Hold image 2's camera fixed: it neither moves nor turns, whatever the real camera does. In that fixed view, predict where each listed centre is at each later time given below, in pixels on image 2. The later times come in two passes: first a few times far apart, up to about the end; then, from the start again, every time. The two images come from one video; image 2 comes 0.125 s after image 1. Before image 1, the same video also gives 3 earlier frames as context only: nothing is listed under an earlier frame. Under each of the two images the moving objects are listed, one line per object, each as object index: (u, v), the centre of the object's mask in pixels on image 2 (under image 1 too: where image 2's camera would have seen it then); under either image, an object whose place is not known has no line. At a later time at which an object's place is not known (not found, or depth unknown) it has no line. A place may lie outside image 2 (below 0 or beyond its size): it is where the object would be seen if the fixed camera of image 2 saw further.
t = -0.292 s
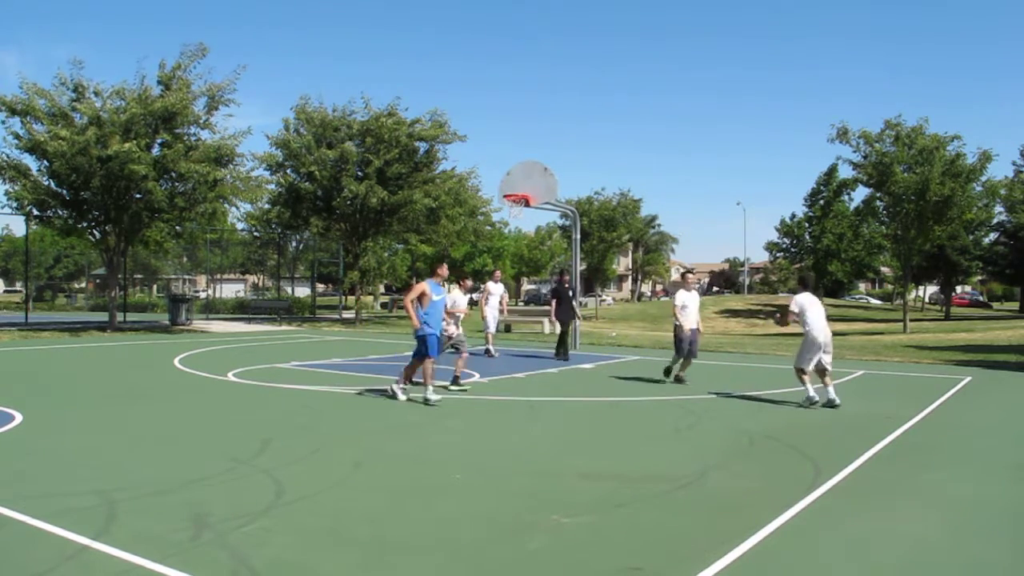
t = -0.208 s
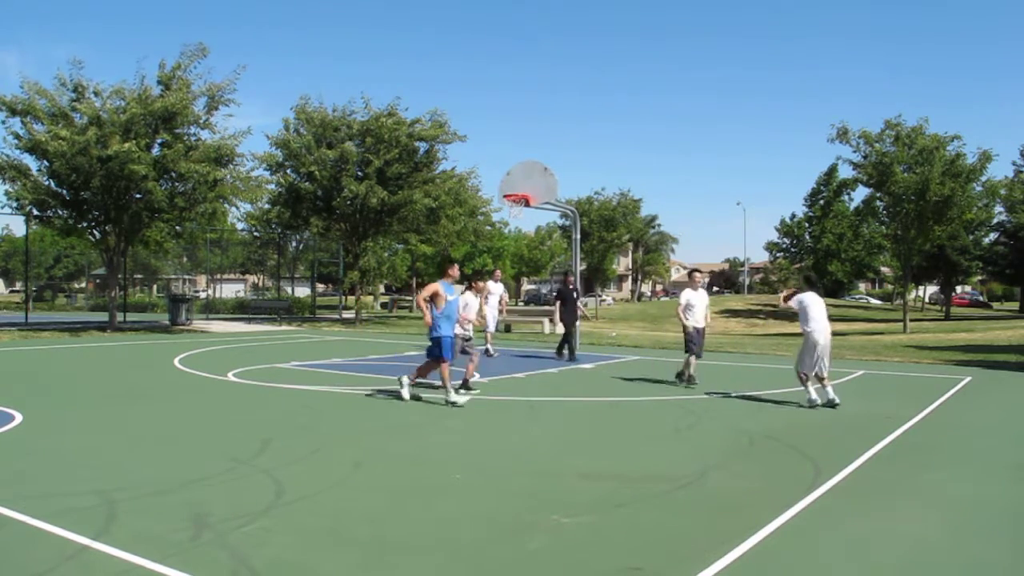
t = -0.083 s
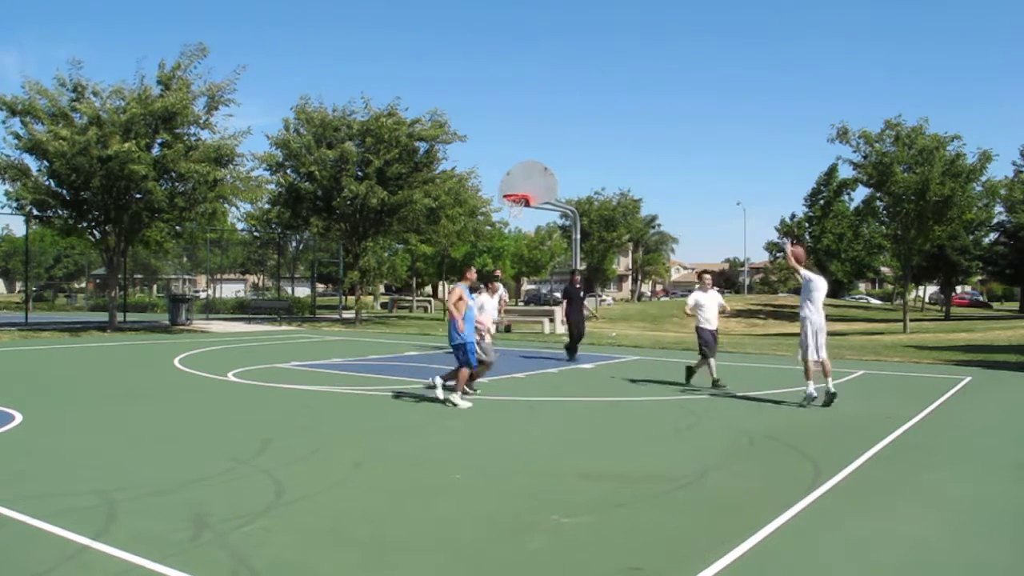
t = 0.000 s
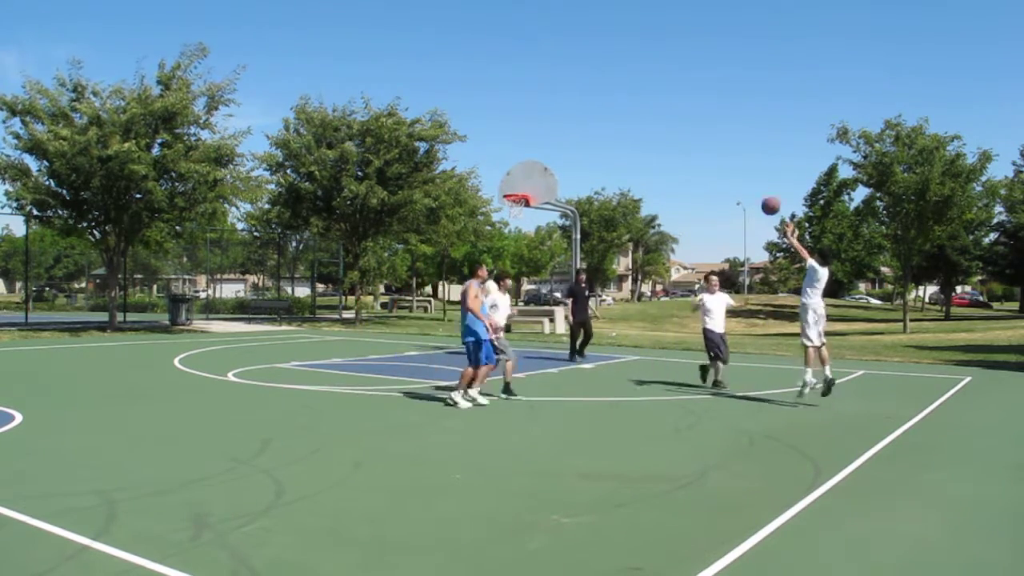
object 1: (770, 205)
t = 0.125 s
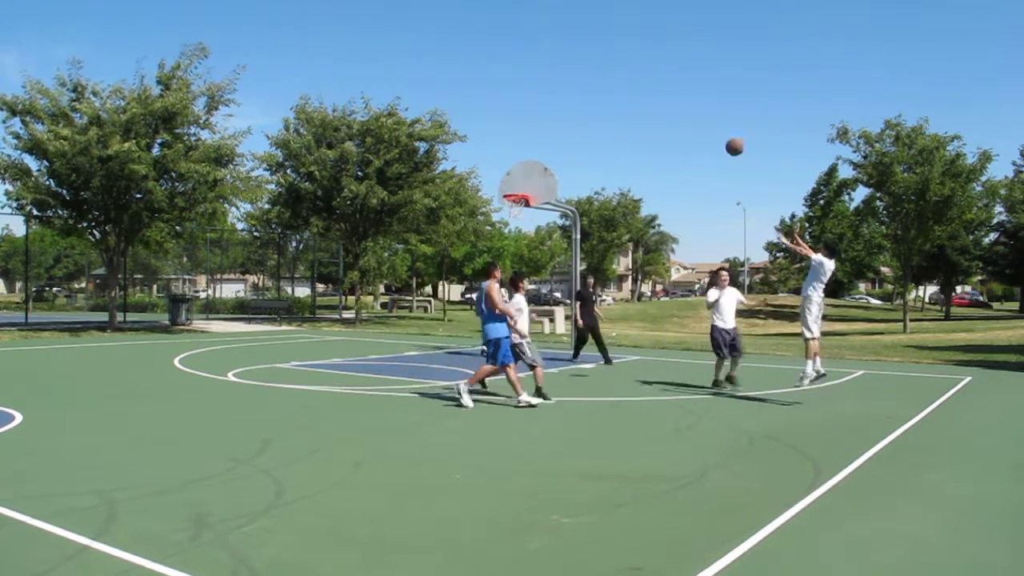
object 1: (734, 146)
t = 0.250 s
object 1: (702, 104)
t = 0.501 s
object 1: (647, 62)
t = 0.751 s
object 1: (603, 63)
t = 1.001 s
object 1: (565, 99)
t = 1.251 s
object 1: (531, 161)
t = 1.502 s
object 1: (510, 157)
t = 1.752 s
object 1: (493, 122)
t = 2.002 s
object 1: (477, 120)
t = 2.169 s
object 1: (466, 135)
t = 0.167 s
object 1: (723, 131)
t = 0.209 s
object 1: (712, 117)
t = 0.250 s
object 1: (702, 104)
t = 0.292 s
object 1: (692, 94)
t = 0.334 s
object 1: (682, 85)
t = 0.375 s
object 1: (673, 77)
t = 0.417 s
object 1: (665, 71)
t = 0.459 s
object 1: (656, 66)
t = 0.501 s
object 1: (647, 62)
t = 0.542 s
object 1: (640, 60)
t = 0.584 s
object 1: (632, 58)
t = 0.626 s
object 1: (624, 58)
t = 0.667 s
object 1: (616, 59)
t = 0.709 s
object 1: (609, 61)
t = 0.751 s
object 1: (603, 63)
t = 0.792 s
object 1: (596, 67)
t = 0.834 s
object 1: (589, 72)
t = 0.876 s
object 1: (583, 77)
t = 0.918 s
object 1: (577, 84)
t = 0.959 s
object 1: (570, 91)
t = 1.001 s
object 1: (565, 99)
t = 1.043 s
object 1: (559, 108)
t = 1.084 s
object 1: (553, 117)
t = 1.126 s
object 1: (548, 127)
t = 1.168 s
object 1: (542, 138)
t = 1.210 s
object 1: (537, 149)
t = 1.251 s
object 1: (531, 161)
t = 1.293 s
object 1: (527, 174)
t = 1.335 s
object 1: (522, 187)
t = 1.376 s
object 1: (519, 186)
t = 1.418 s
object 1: (516, 175)
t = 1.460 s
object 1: (513, 166)
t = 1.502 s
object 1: (510, 157)
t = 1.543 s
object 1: (507, 149)
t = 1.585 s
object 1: (504, 141)
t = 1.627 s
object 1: (502, 135)
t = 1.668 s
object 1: (499, 130)
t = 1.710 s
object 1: (496, 126)
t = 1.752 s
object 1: (493, 122)
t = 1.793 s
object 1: (491, 120)
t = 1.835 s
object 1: (488, 118)
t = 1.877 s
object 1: (485, 117)
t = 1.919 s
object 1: (482, 118)
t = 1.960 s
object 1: (480, 118)
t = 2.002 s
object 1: (477, 120)
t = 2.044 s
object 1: (474, 122)
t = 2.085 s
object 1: (472, 126)
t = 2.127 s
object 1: (469, 130)
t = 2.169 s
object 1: (466, 135)
